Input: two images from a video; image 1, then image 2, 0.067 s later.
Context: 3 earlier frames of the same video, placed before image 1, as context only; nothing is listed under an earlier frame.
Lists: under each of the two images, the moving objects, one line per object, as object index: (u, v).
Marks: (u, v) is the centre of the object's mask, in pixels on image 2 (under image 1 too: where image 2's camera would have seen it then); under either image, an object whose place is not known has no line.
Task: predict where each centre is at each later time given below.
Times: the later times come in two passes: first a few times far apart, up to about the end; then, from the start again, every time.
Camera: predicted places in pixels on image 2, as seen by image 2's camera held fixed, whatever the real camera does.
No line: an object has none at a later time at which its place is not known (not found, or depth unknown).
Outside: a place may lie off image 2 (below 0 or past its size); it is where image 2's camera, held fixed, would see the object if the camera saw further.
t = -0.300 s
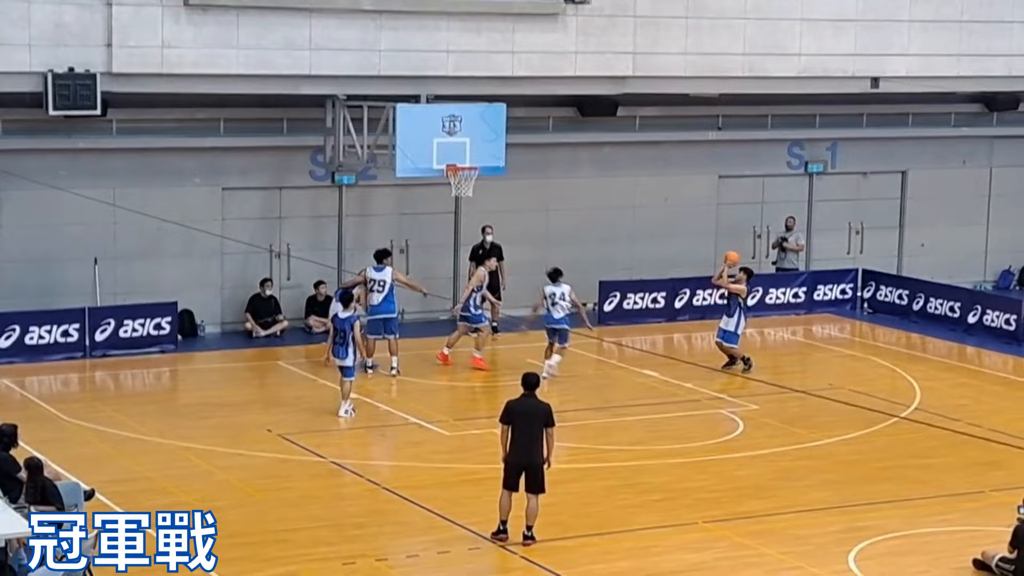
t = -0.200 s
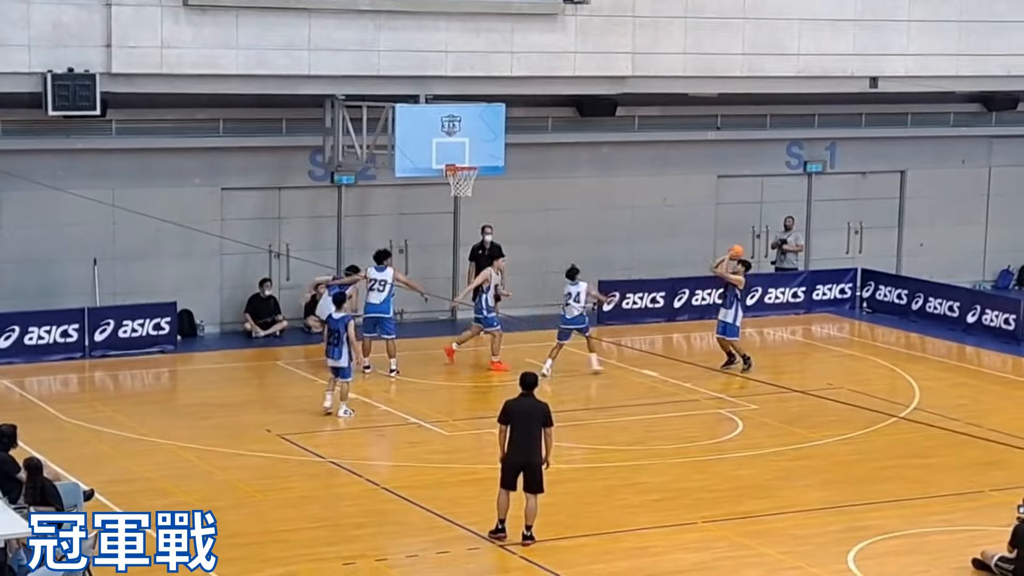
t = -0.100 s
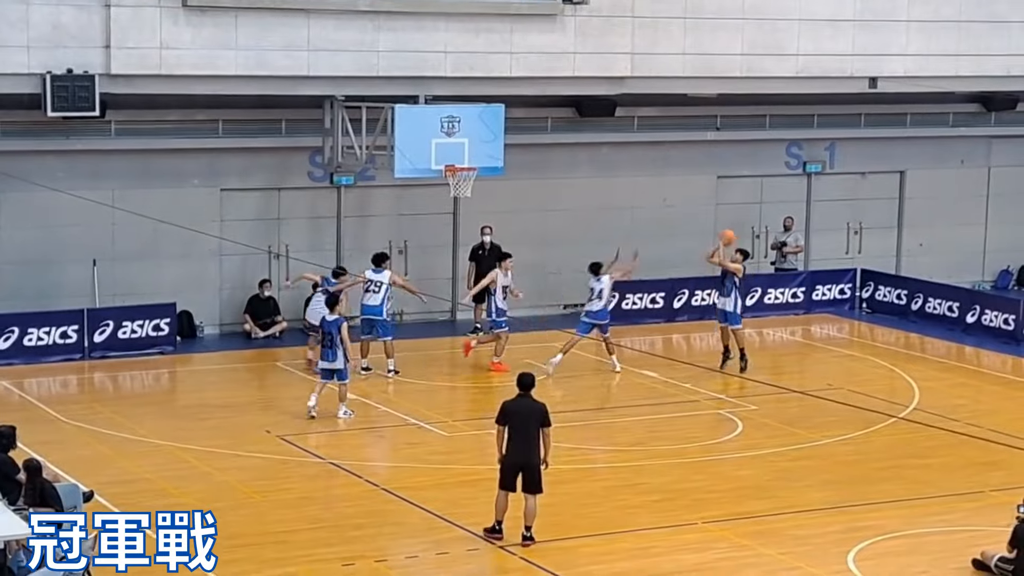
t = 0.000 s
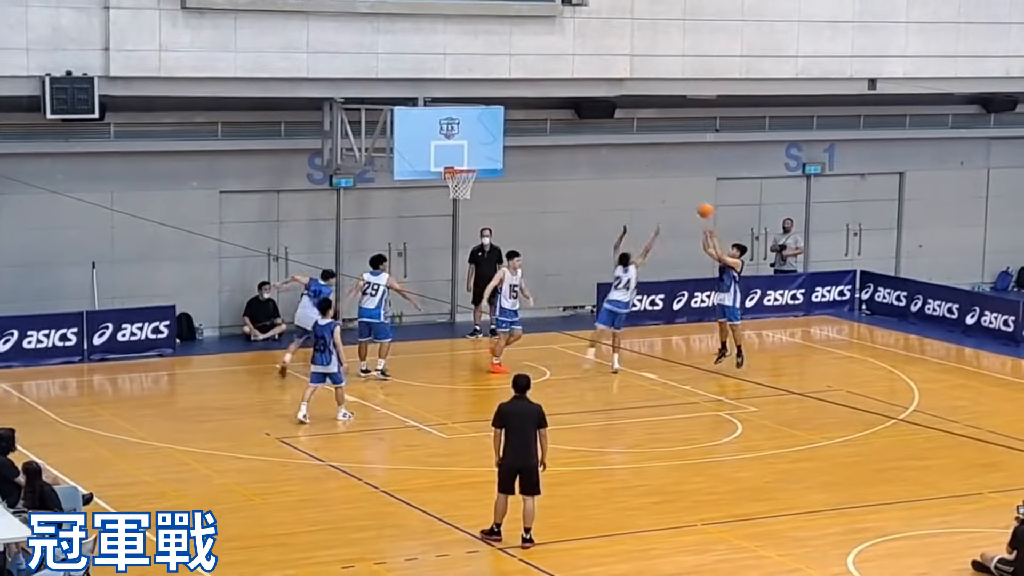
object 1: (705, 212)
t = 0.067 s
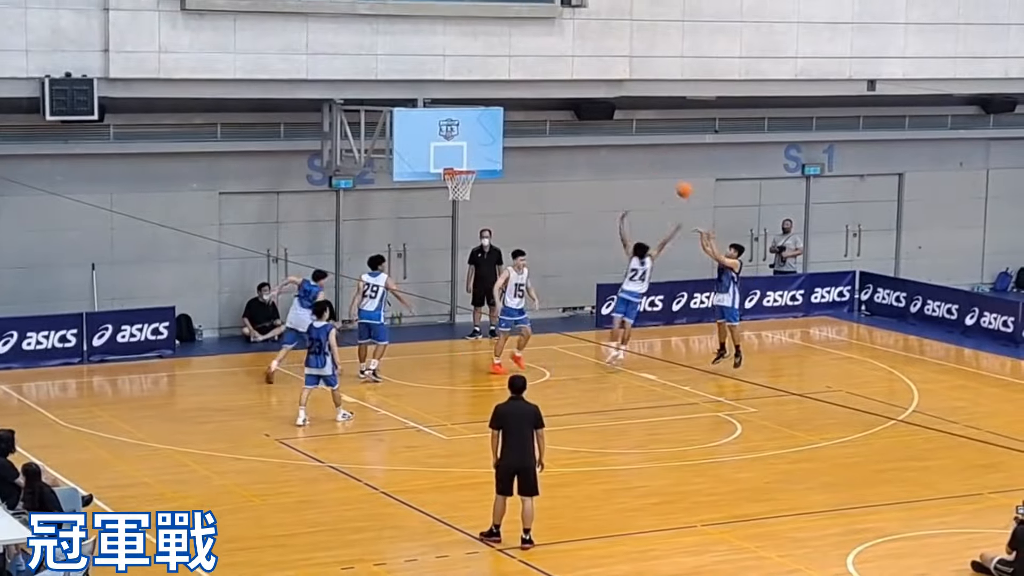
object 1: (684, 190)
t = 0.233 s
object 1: (635, 151)
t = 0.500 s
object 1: (555, 124)
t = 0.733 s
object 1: (484, 139)
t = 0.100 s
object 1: (674, 181)
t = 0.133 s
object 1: (664, 172)
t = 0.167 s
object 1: (655, 165)
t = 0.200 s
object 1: (645, 158)
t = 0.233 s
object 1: (635, 151)
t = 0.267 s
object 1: (625, 145)
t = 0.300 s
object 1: (615, 140)
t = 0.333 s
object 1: (605, 135)
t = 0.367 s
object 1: (595, 132)
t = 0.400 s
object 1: (585, 129)
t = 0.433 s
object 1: (575, 127)
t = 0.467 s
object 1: (565, 125)
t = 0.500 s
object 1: (555, 124)
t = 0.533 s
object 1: (545, 124)
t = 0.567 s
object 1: (535, 125)
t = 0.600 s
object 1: (525, 125)
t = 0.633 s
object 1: (514, 127)
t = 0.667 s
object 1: (505, 130)
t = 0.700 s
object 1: (495, 134)
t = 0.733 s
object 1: (484, 139)
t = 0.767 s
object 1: (477, 143)
